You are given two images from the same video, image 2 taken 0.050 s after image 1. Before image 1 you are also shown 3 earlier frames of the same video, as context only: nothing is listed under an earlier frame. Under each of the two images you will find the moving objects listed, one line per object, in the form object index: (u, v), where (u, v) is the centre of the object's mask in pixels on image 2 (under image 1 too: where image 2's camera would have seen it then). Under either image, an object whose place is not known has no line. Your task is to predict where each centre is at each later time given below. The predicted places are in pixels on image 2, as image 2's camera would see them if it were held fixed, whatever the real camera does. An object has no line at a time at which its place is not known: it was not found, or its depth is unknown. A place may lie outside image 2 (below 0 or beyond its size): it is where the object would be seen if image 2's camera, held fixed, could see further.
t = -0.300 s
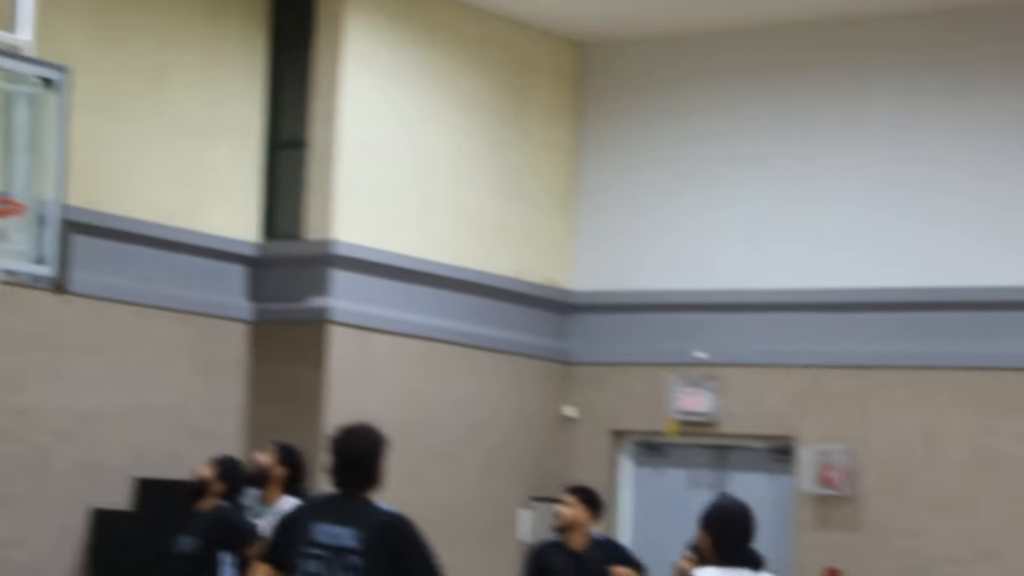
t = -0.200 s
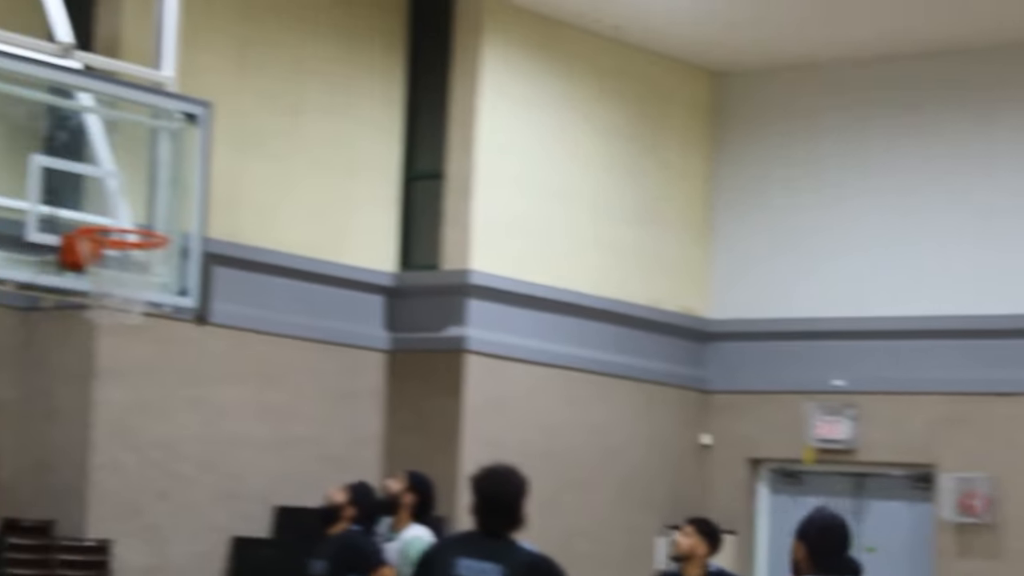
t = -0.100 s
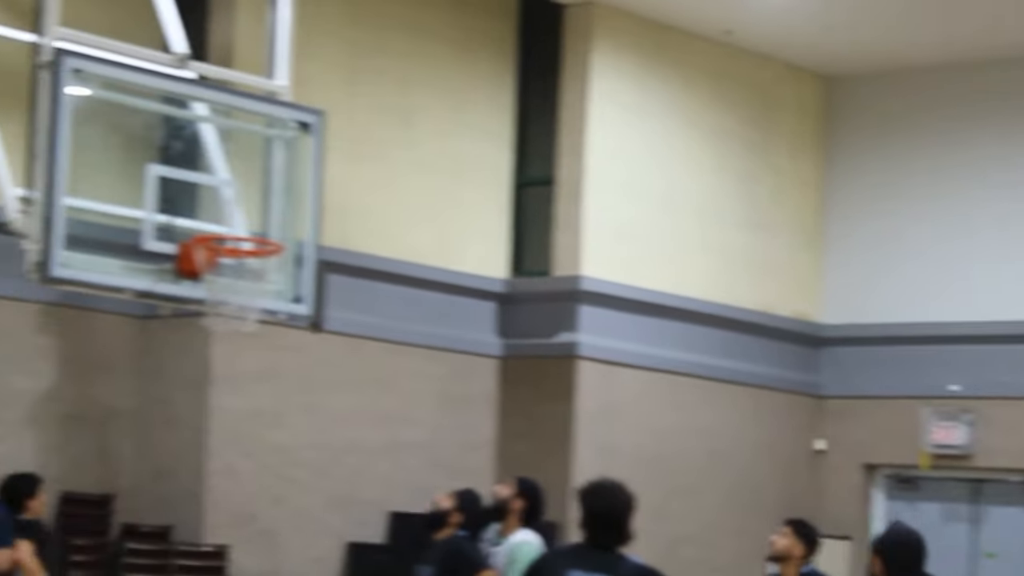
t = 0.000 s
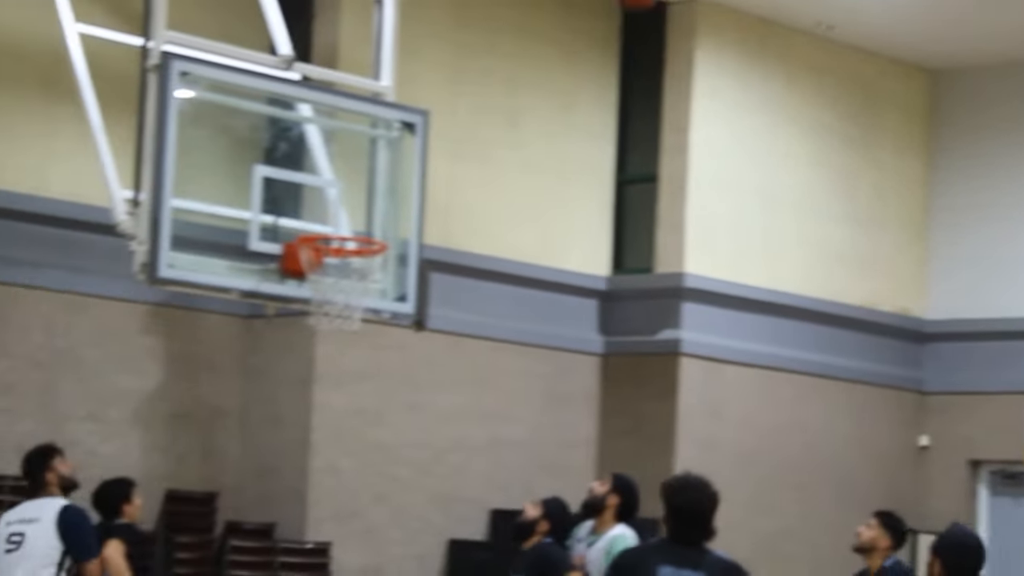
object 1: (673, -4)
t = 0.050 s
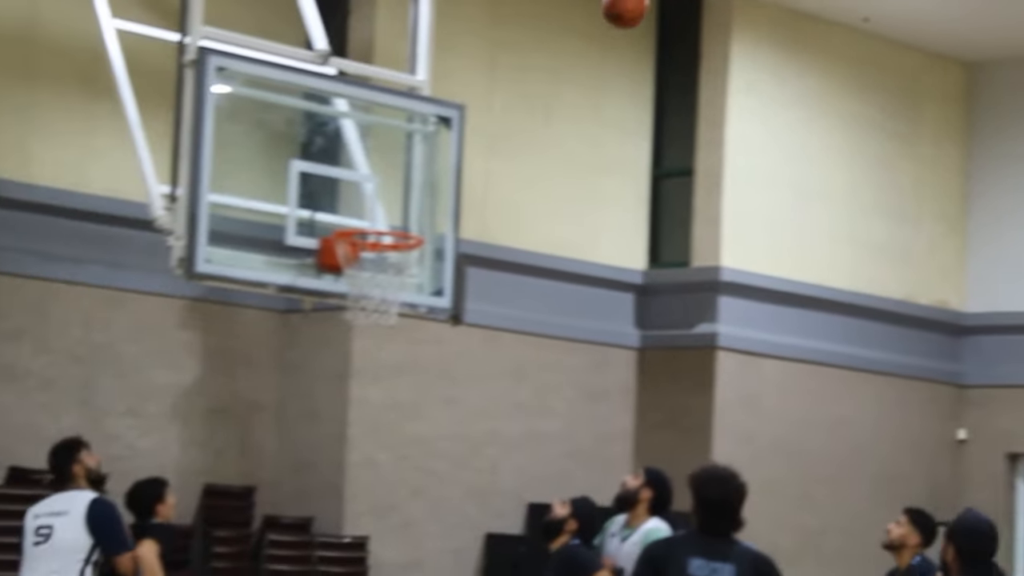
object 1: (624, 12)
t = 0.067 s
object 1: (607, 18)
